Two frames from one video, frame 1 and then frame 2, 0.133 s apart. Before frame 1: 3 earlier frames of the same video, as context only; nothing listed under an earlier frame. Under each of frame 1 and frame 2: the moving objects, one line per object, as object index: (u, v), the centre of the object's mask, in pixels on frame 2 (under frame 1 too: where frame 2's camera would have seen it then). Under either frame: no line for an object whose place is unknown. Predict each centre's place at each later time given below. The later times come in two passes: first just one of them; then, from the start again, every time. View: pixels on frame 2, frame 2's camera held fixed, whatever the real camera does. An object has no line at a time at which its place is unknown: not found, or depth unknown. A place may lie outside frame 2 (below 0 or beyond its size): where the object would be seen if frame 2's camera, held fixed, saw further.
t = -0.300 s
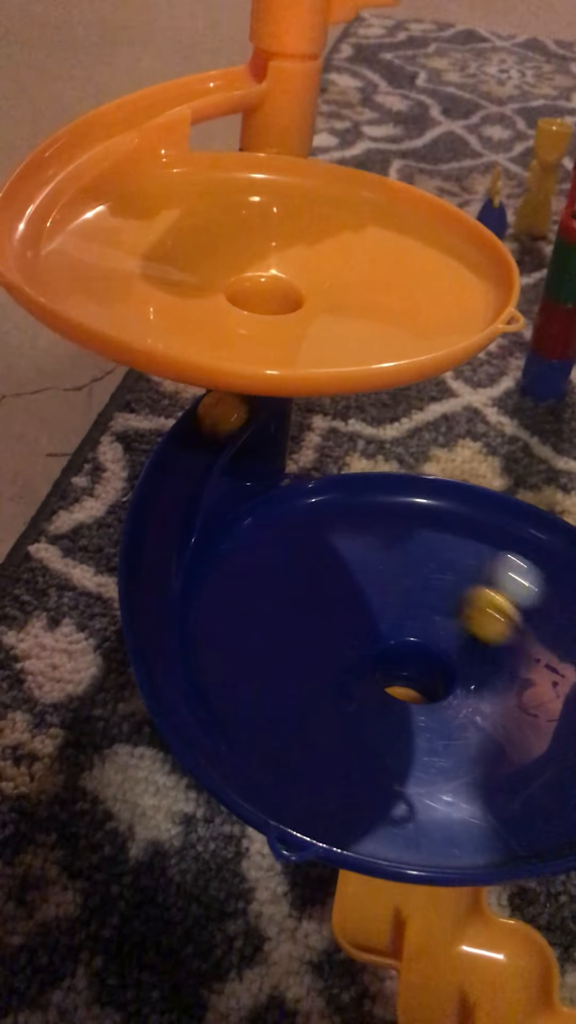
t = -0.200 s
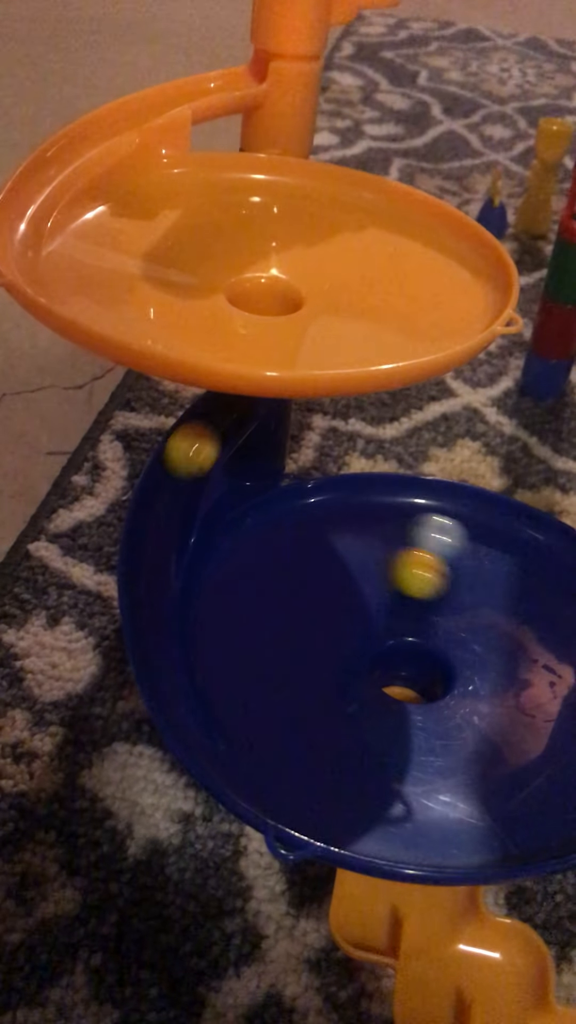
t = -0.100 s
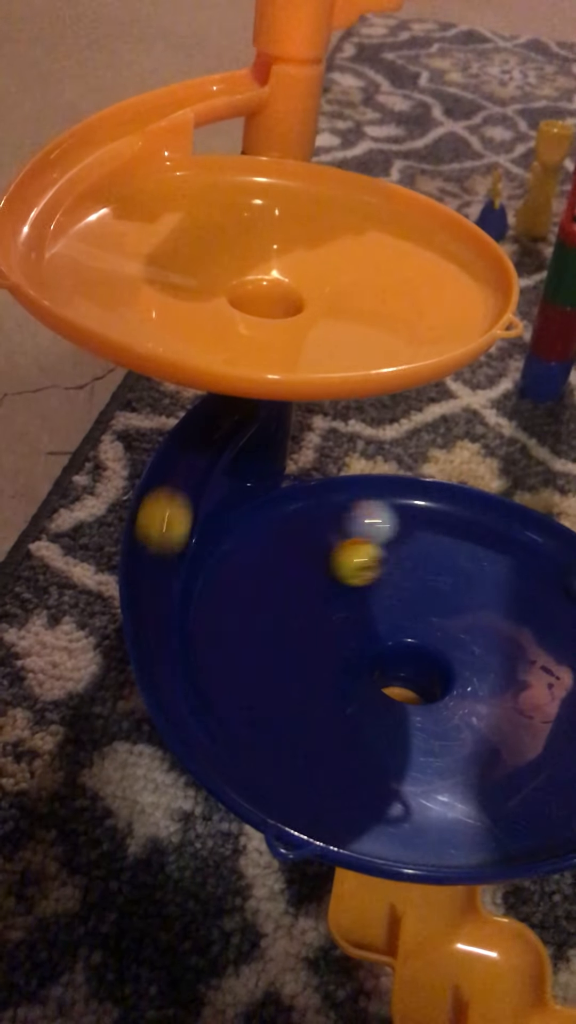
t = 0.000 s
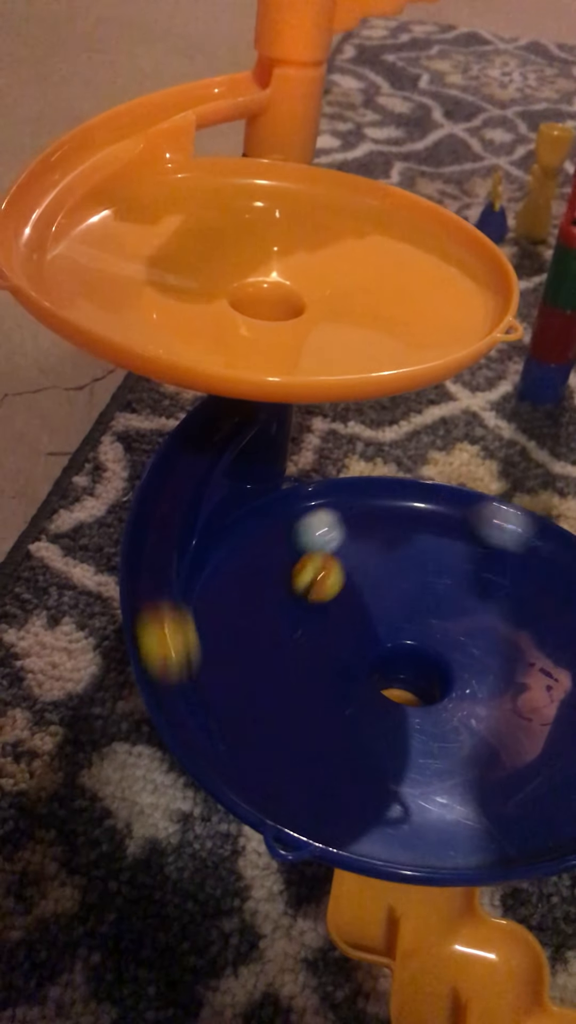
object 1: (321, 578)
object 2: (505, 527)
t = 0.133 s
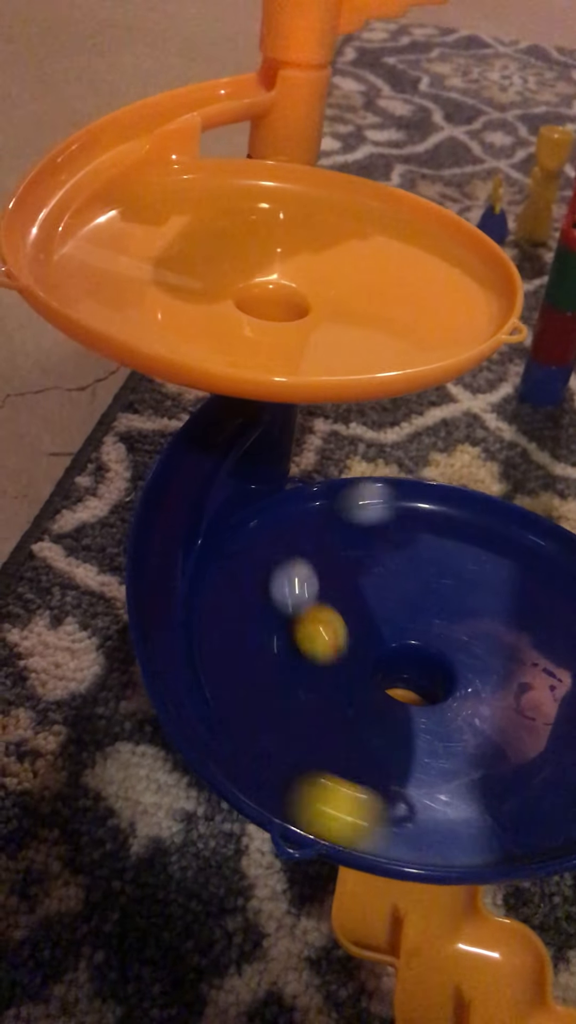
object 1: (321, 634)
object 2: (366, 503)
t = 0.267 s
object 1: (394, 705)
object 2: (260, 543)
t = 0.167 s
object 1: (332, 653)
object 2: (336, 506)
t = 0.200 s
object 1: (348, 672)
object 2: (309, 515)
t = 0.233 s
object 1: (369, 690)
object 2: (282, 526)
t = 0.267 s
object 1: (394, 705)
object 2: (260, 543)
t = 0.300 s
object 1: (420, 718)
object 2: (242, 561)
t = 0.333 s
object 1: (452, 727)
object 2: (230, 584)
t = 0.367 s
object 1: (482, 734)
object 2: (224, 610)
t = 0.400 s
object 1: (509, 737)
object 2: (223, 639)
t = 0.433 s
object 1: (532, 734)
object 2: (232, 671)
